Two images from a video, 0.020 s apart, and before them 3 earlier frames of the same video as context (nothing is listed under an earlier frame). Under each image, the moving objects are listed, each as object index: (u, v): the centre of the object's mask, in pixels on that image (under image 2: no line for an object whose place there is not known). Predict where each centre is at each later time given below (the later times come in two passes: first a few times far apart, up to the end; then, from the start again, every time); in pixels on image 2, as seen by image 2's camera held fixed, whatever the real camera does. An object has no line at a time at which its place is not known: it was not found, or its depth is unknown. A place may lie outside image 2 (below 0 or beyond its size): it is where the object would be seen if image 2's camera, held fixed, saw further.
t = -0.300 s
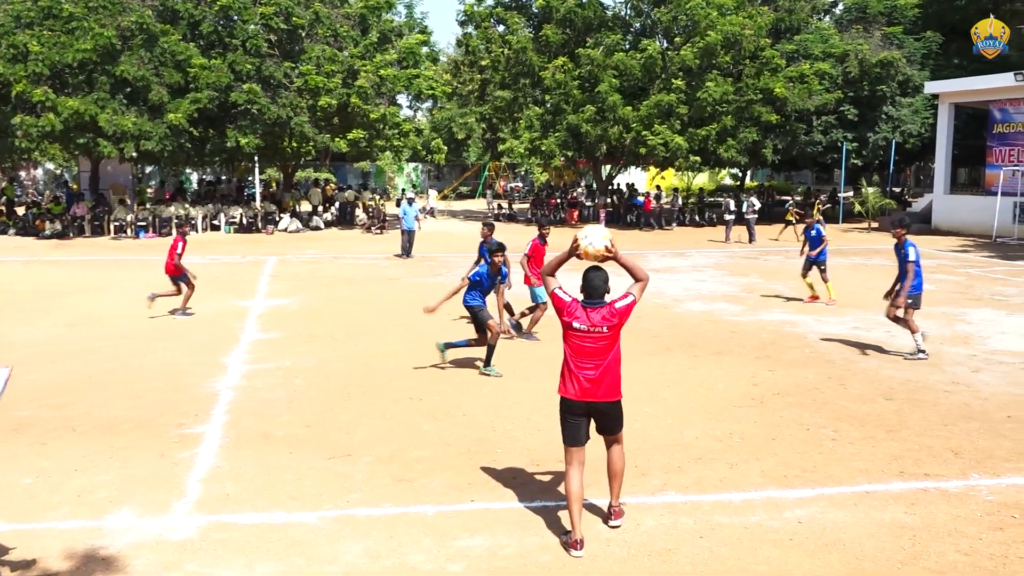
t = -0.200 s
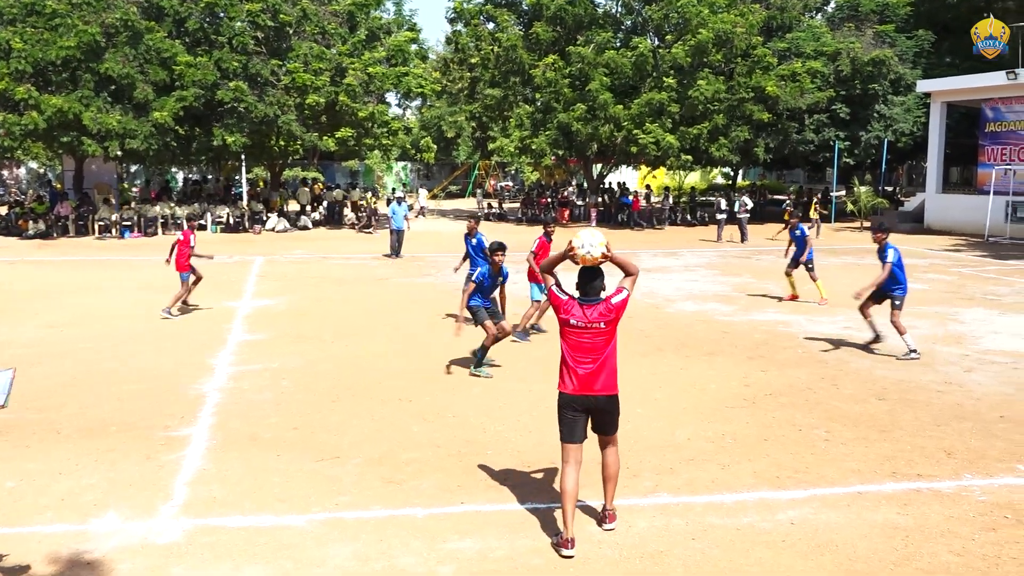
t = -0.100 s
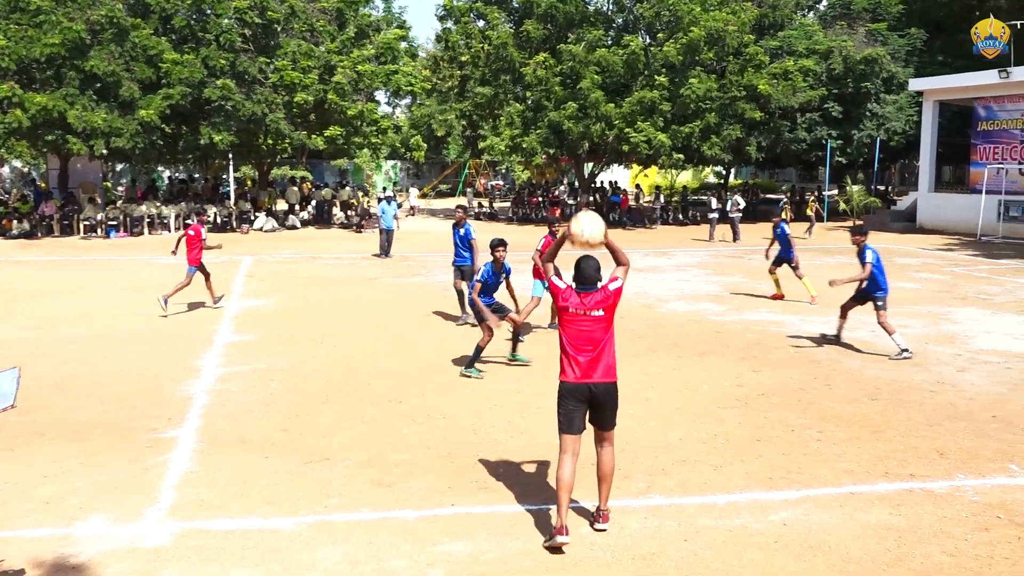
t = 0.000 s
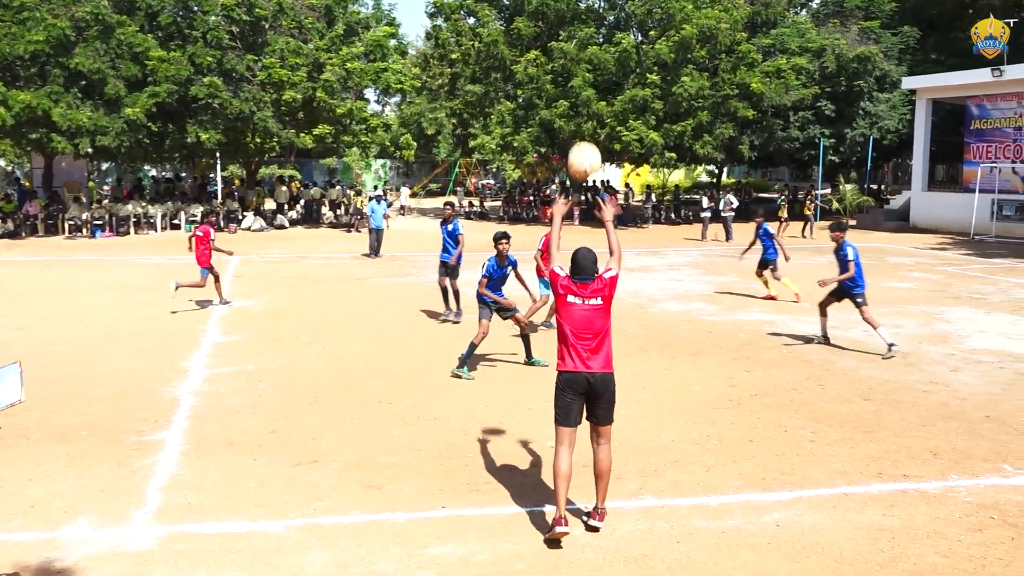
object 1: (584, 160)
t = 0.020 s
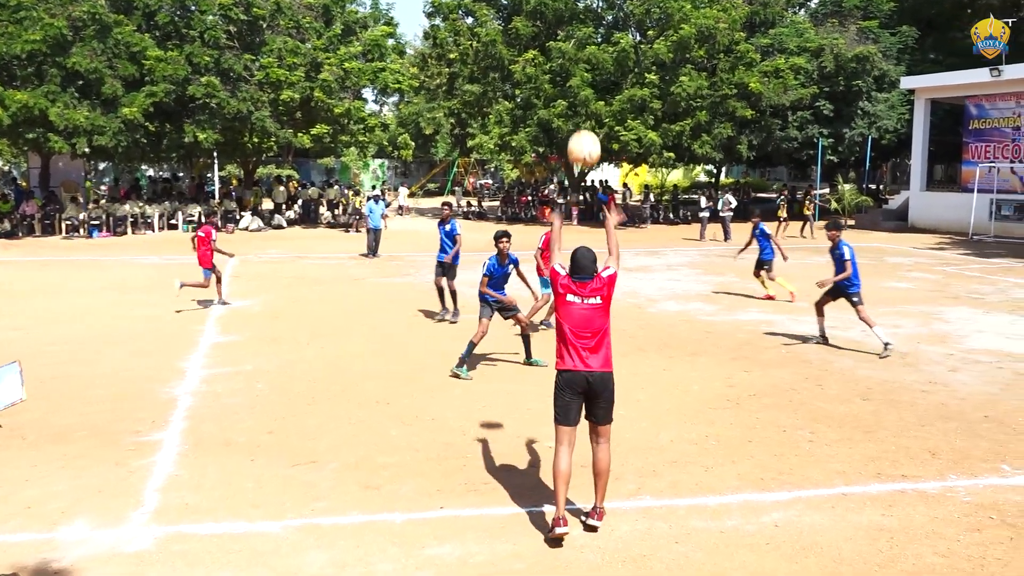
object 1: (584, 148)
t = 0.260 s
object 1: (593, 72)
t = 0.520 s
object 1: (601, 80)
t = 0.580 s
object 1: (602, 91)
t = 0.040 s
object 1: (585, 139)
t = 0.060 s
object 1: (586, 129)
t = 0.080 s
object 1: (587, 120)
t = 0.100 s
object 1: (588, 111)
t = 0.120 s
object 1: (588, 104)
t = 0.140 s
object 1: (589, 97)
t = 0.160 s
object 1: (590, 91)
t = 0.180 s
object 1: (590, 86)
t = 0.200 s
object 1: (591, 82)
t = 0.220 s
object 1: (592, 78)
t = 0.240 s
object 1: (592, 75)
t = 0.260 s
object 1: (593, 72)
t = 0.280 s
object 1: (594, 70)
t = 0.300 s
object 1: (594, 68)
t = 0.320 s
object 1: (595, 67)
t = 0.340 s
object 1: (596, 67)
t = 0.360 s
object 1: (596, 67)
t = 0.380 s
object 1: (597, 67)
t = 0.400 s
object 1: (597, 68)
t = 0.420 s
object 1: (598, 69)
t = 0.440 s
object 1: (598, 71)
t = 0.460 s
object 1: (599, 72)
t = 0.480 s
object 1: (600, 74)
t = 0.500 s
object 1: (600, 77)
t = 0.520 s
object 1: (601, 80)
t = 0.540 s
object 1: (601, 83)
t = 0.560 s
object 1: (602, 87)
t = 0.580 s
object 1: (602, 91)
